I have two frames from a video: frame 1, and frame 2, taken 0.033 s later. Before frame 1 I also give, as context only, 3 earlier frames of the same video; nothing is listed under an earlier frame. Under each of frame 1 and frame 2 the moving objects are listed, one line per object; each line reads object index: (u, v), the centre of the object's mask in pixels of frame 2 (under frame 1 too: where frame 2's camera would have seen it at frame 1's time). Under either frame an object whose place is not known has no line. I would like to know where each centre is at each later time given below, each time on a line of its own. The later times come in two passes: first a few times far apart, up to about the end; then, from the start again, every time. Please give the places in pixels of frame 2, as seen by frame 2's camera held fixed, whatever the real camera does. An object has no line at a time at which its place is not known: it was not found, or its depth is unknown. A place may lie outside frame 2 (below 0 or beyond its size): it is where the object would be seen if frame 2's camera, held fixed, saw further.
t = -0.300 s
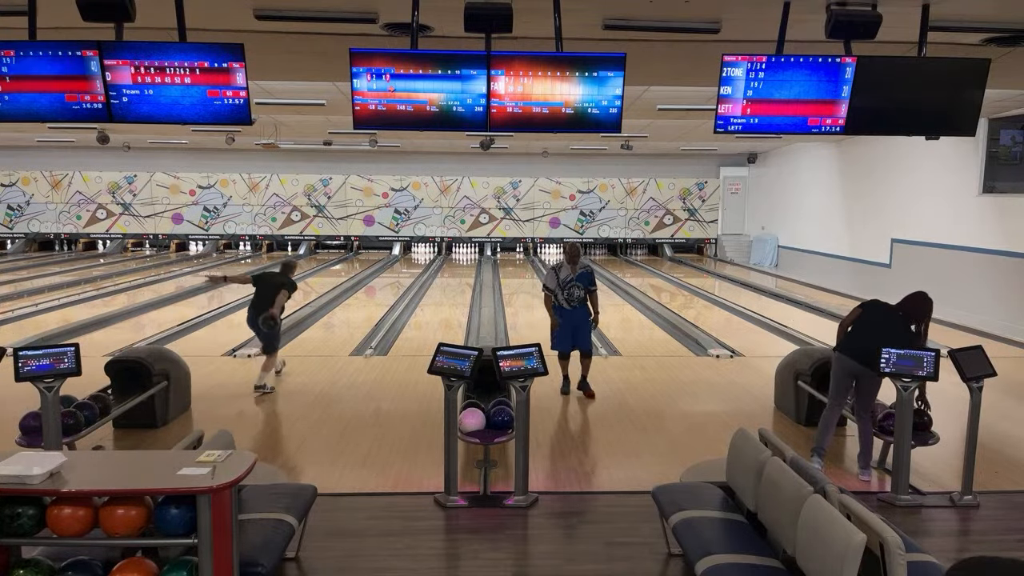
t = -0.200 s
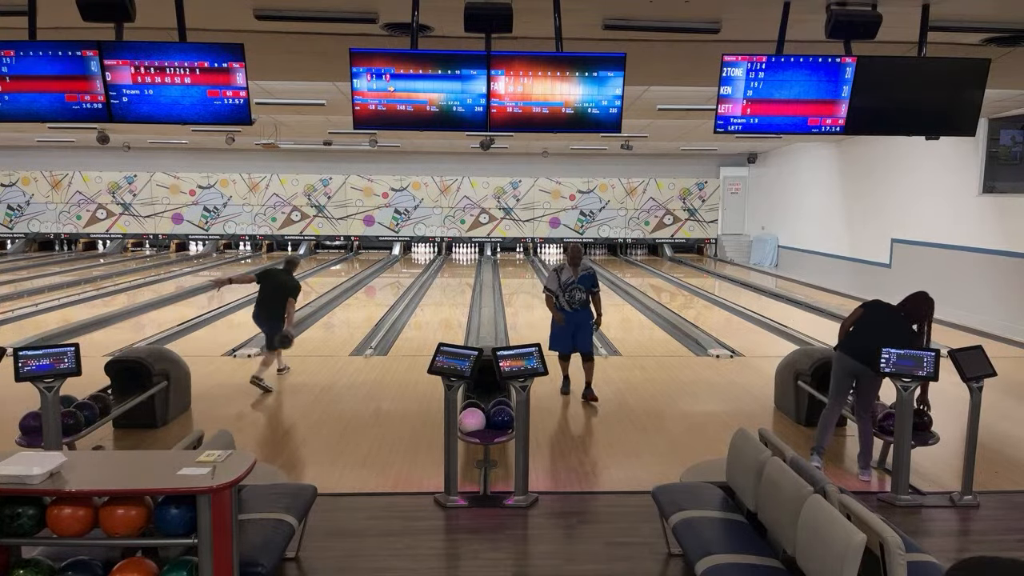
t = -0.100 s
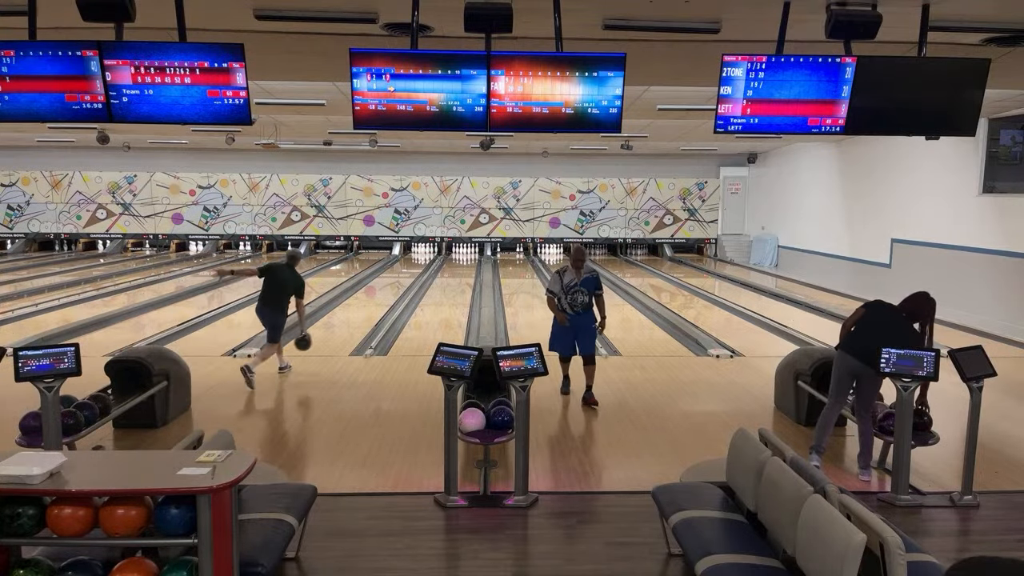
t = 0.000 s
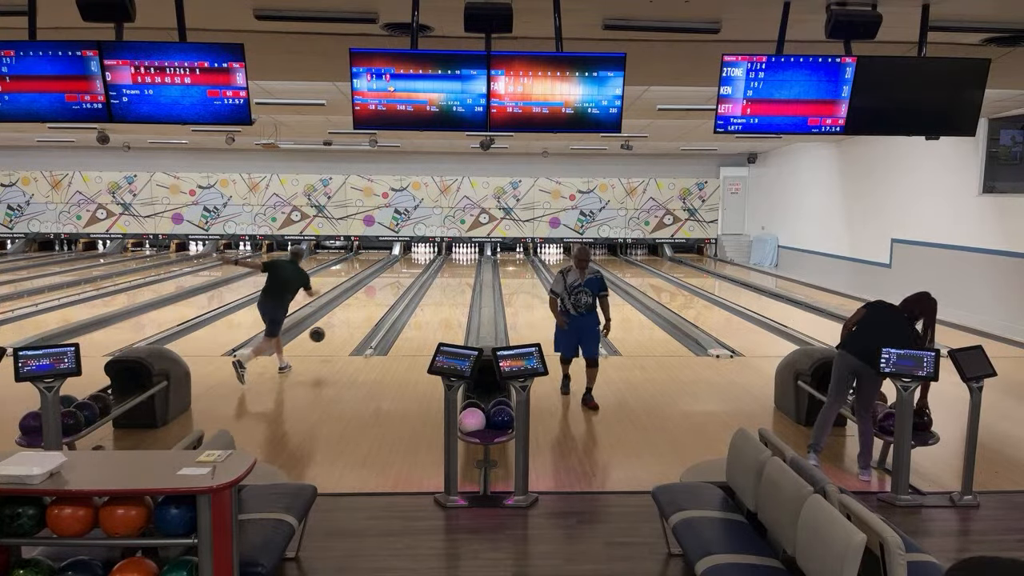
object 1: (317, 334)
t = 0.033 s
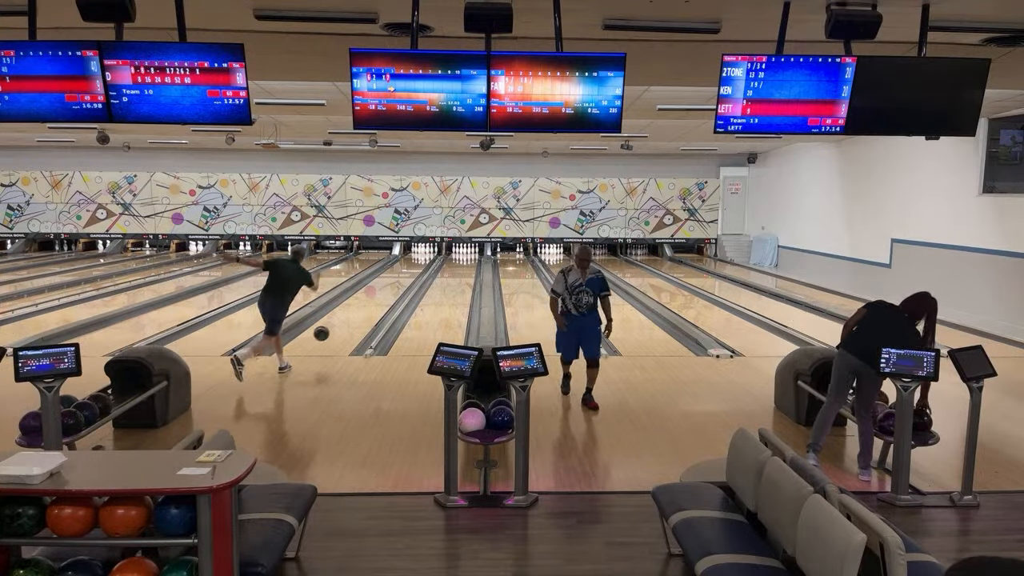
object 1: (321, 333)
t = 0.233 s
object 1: (343, 327)
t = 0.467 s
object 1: (362, 312)
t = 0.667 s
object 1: (374, 301)
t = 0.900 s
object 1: (386, 290)
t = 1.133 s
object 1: (395, 282)
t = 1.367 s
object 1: (403, 274)
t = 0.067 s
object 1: (325, 333)
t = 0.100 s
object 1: (329, 333)
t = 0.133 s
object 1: (333, 334)
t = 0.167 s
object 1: (336, 336)
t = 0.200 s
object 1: (340, 331)
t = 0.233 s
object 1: (343, 327)
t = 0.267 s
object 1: (346, 324)
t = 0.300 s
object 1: (349, 322)
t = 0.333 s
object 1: (352, 320)
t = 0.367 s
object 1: (354, 319)
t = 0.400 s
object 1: (357, 317)
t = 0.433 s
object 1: (359, 314)
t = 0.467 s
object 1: (362, 312)
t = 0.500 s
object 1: (364, 310)
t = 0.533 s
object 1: (366, 308)
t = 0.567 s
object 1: (369, 306)
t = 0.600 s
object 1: (371, 304)
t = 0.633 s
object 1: (372, 302)
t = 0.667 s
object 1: (374, 301)
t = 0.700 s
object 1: (376, 299)
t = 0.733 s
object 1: (378, 298)
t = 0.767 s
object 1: (380, 296)
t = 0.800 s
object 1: (381, 294)
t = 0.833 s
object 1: (383, 293)
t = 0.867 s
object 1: (385, 292)
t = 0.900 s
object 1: (386, 290)
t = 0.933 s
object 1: (388, 289)
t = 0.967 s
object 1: (389, 288)
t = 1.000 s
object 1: (390, 286)
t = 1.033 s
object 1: (392, 285)
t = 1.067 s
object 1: (393, 284)
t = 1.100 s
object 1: (394, 283)
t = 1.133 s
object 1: (395, 282)
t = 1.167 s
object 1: (397, 280)
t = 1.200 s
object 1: (398, 279)
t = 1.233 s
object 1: (399, 278)
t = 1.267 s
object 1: (400, 277)
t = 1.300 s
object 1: (401, 276)
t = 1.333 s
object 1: (402, 275)
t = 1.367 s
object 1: (403, 274)
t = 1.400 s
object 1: (404, 273)
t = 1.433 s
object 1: (405, 272)
